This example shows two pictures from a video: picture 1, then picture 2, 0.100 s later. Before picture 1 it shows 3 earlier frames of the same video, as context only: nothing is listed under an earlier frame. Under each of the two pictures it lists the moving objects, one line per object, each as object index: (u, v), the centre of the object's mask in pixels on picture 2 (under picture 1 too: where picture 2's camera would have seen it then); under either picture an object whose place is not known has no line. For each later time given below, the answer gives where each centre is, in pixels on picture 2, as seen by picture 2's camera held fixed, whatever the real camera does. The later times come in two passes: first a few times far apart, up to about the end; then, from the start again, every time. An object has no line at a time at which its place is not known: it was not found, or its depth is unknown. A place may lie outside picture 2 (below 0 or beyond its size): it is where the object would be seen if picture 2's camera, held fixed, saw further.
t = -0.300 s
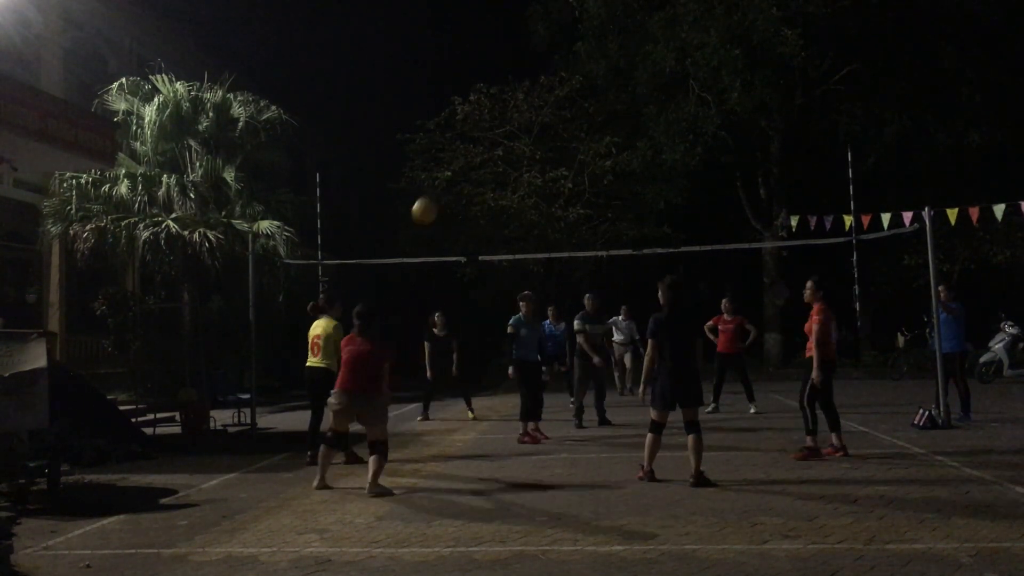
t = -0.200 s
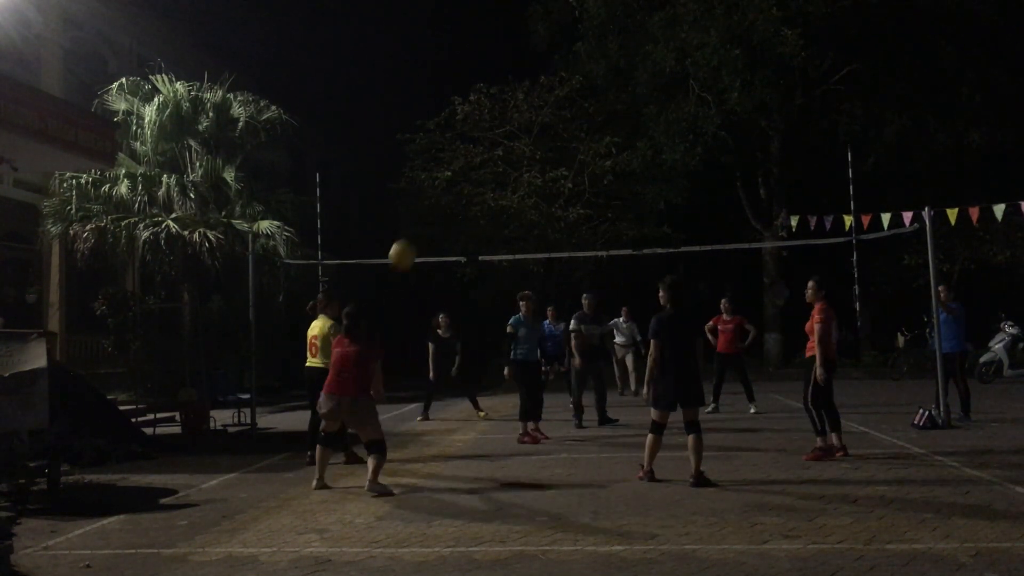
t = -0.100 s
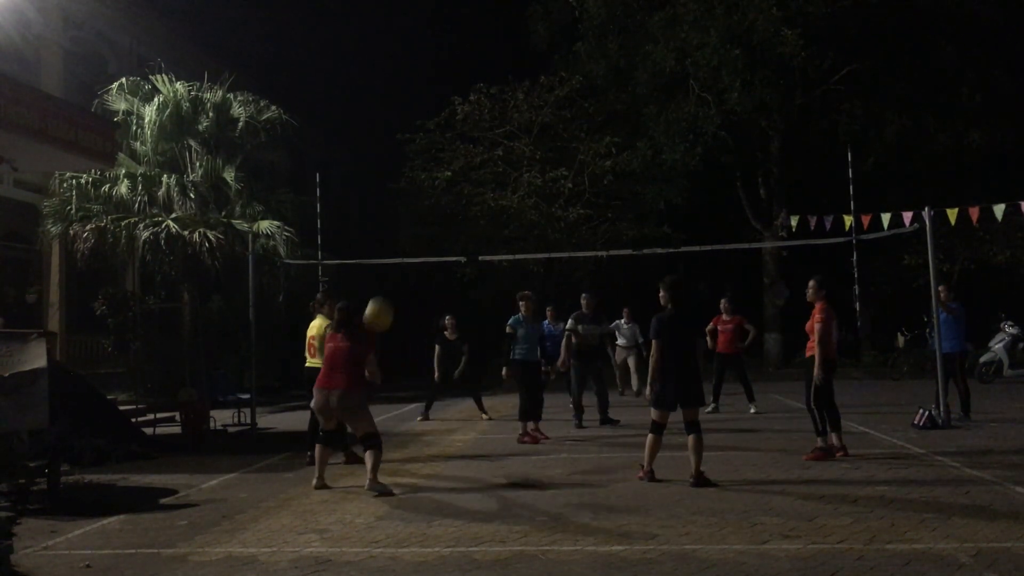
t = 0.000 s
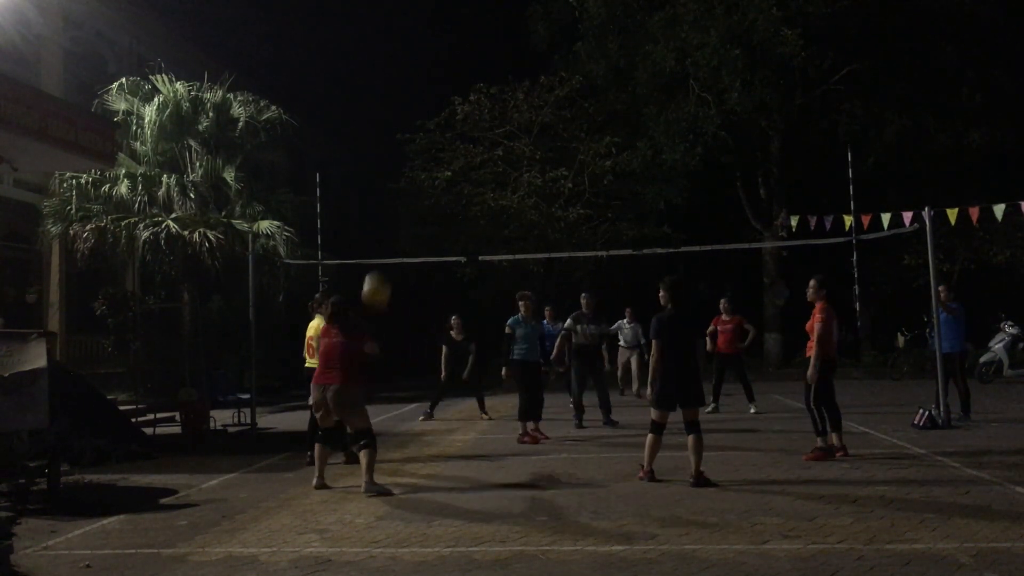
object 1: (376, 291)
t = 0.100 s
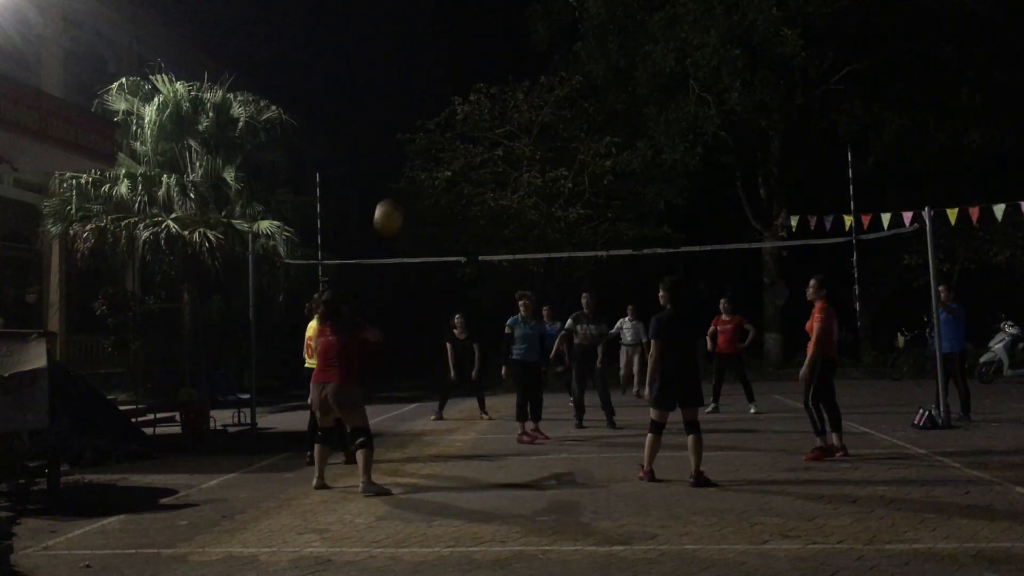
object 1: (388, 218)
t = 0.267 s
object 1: (406, 129)
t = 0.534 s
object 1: (430, 60)
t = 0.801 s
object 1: (454, 69)
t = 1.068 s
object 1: (479, 148)
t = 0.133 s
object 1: (391, 197)
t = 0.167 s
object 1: (395, 177)
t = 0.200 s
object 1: (399, 159)
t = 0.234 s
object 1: (403, 143)
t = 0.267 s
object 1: (406, 129)
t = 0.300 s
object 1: (409, 115)
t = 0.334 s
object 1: (412, 103)
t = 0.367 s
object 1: (415, 93)
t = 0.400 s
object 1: (418, 84)
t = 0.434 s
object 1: (421, 76)
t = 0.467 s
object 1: (424, 69)
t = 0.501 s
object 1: (427, 64)
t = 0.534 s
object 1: (430, 60)
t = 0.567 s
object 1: (433, 56)
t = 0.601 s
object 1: (437, 55)
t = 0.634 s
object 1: (440, 54)
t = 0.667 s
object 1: (443, 55)
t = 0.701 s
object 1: (446, 57)
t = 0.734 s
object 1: (448, 60)
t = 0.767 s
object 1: (451, 64)
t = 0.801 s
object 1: (454, 69)
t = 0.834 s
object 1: (458, 75)
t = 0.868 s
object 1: (461, 82)
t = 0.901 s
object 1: (464, 90)
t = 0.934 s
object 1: (467, 100)
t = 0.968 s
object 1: (470, 110)
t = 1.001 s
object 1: (473, 122)
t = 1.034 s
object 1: (476, 134)
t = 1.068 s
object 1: (479, 148)
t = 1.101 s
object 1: (482, 163)
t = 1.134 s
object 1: (484, 178)
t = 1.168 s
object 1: (487, 196)
